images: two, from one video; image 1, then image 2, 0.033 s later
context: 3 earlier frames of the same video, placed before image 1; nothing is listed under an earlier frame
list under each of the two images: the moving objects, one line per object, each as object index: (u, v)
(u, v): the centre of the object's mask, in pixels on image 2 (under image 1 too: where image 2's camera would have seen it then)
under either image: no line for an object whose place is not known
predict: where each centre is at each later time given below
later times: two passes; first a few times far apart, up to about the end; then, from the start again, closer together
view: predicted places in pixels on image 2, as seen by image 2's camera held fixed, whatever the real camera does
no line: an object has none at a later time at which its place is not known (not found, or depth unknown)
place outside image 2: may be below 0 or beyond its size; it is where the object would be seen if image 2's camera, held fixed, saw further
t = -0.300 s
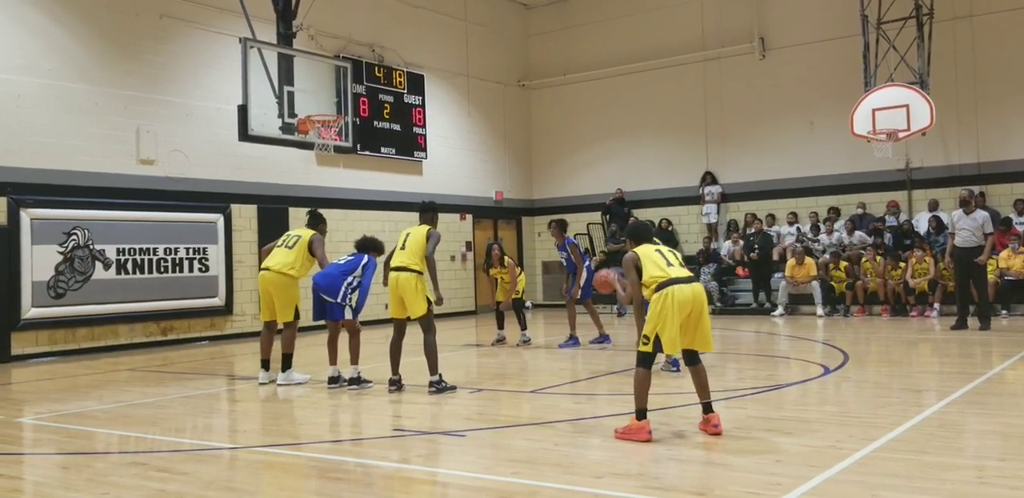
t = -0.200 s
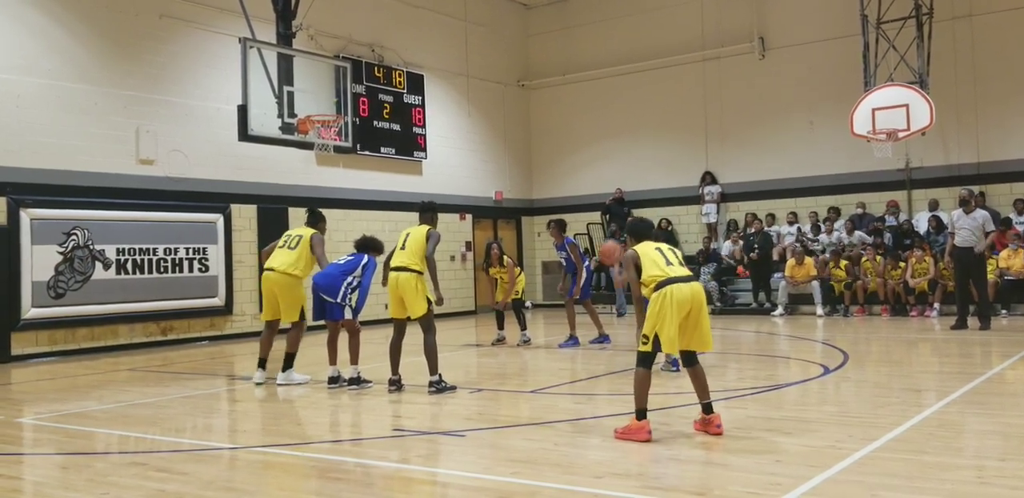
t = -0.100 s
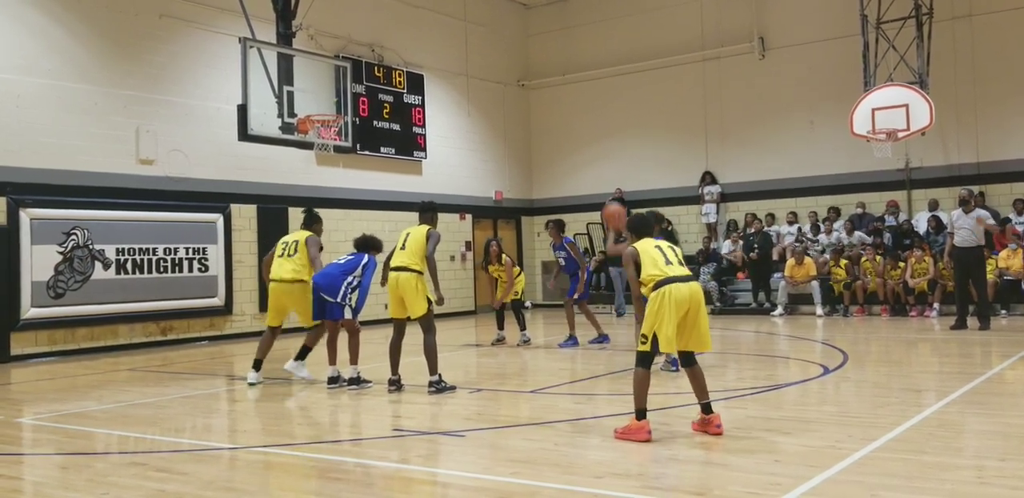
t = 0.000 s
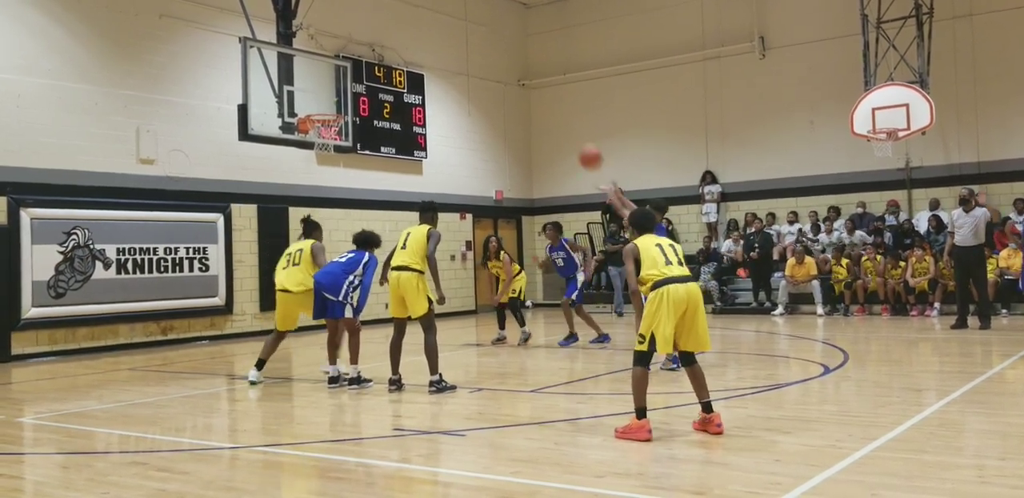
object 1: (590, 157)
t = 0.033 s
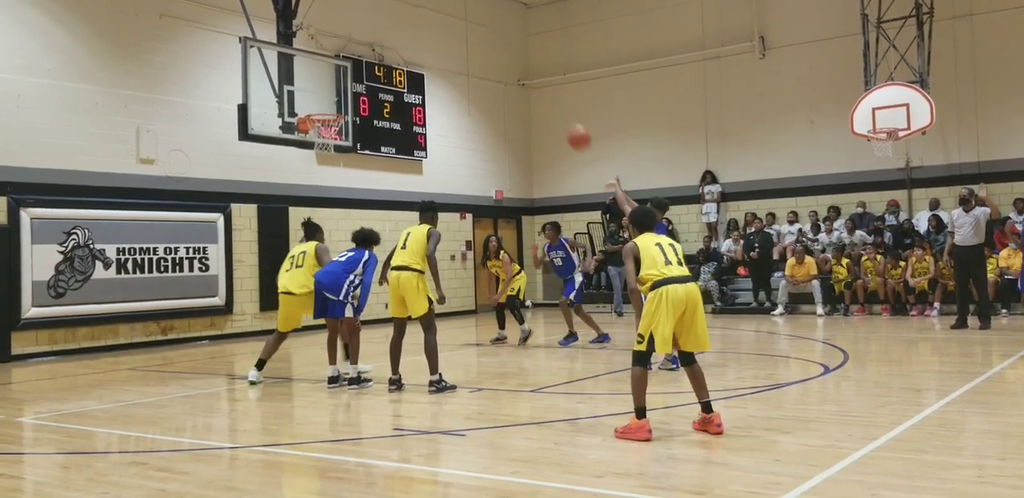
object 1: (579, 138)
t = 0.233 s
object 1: (515, 49)
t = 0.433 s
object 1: (458, 5)
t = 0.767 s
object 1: (374, 4)
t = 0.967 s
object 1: (330, 39)
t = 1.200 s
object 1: (297, 112)
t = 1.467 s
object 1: (241, 106)
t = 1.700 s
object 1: (186, 153)
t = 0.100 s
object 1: (556, 103)
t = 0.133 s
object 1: (546, 88)
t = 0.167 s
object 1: (535, 74)
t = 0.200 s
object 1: (525, 61)
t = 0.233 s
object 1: (515, 49)
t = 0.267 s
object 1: (504, 38)
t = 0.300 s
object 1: (495, 28)
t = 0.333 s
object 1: (485, 20)
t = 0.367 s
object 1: (476, 12)
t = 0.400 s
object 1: (467, 7)
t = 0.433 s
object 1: (458, 5)
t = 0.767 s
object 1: (374, 4)
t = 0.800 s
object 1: (366, 6)
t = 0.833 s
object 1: (359, 8)
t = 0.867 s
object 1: (352, 14)
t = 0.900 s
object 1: (344, 22)
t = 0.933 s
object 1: (337, 30)
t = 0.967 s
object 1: (330, 39)
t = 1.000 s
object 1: (323, 48)
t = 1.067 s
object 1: (309, 70)
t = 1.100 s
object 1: (302, 82)
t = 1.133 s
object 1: (295, 94)
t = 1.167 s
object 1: (292, 105)
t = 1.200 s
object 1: (297, 112)
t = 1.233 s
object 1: (290, 108)
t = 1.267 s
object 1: (283, 105)
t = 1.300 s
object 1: (276, 103)
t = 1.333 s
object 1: (270, 102)
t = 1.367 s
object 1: (263, 101)
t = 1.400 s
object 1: (255, 102)
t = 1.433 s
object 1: (248, 104)
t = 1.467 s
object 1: (241, 106)
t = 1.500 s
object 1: (233, 110)
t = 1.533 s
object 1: (226, 114)
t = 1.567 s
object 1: (218, 119)
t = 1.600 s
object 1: (210, 126)
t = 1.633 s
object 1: (202, 134)
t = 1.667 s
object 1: (194, 143)
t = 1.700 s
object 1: (186, 153)
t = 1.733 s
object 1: (178, 164)
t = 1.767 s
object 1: (169, 177)
